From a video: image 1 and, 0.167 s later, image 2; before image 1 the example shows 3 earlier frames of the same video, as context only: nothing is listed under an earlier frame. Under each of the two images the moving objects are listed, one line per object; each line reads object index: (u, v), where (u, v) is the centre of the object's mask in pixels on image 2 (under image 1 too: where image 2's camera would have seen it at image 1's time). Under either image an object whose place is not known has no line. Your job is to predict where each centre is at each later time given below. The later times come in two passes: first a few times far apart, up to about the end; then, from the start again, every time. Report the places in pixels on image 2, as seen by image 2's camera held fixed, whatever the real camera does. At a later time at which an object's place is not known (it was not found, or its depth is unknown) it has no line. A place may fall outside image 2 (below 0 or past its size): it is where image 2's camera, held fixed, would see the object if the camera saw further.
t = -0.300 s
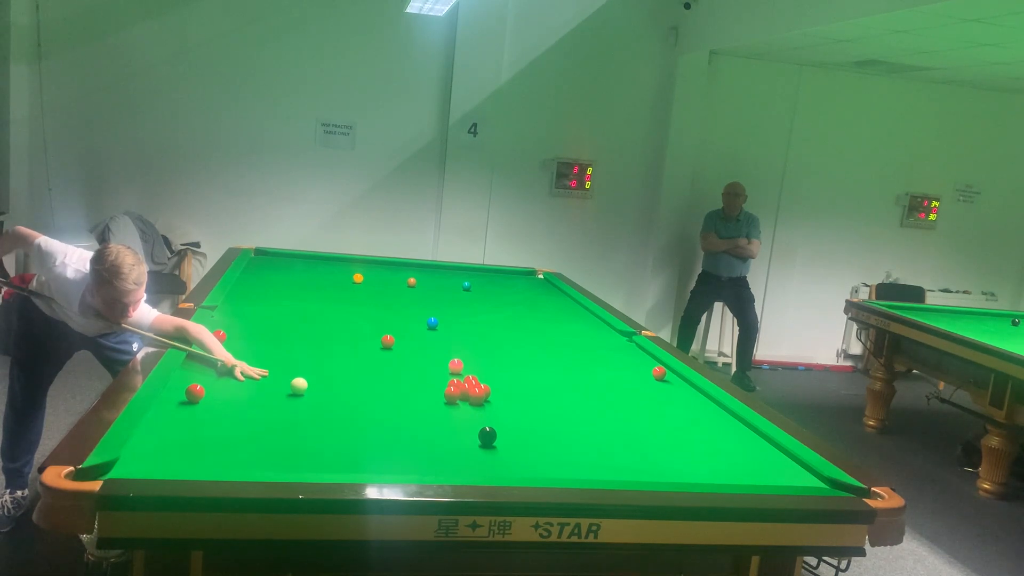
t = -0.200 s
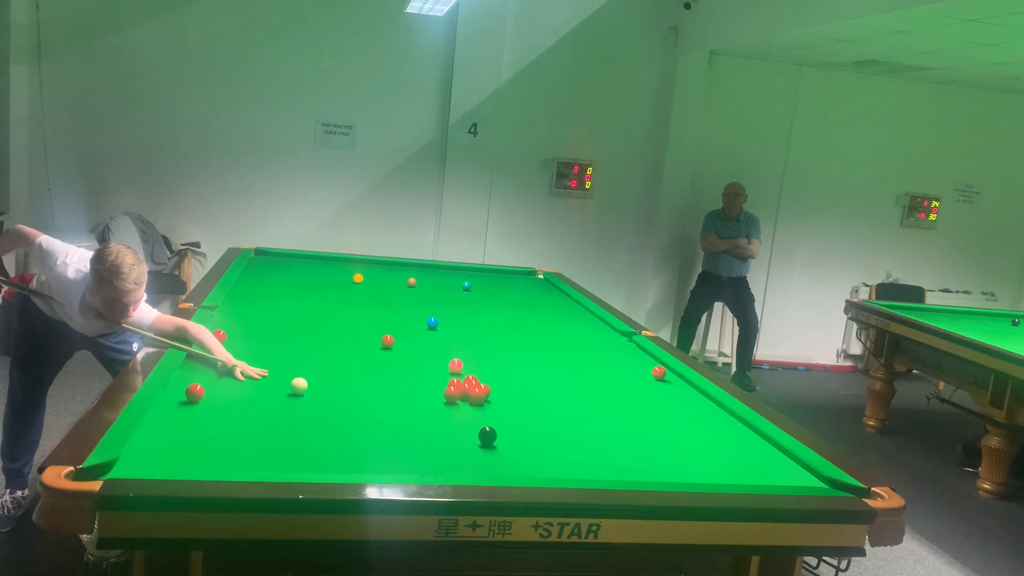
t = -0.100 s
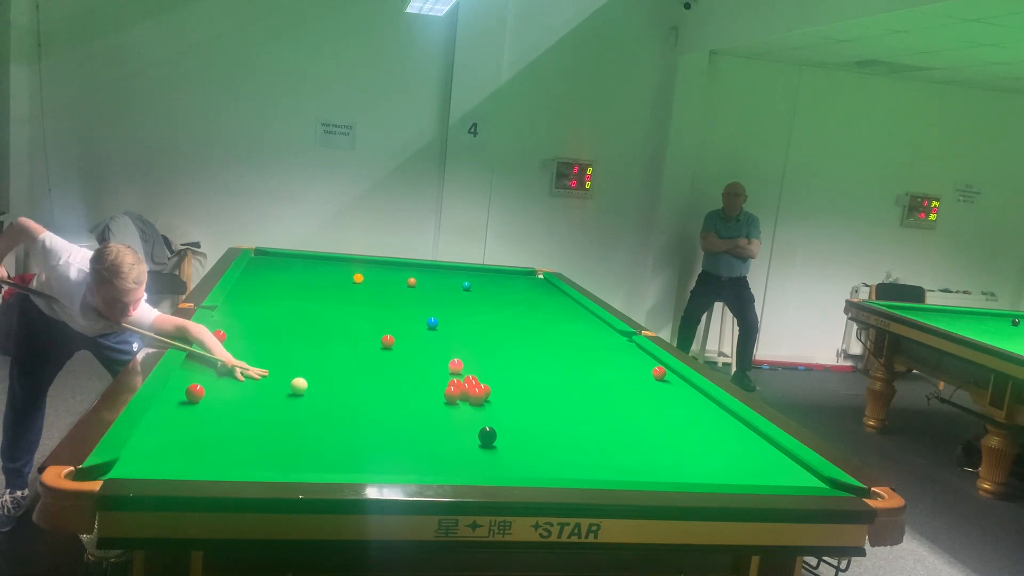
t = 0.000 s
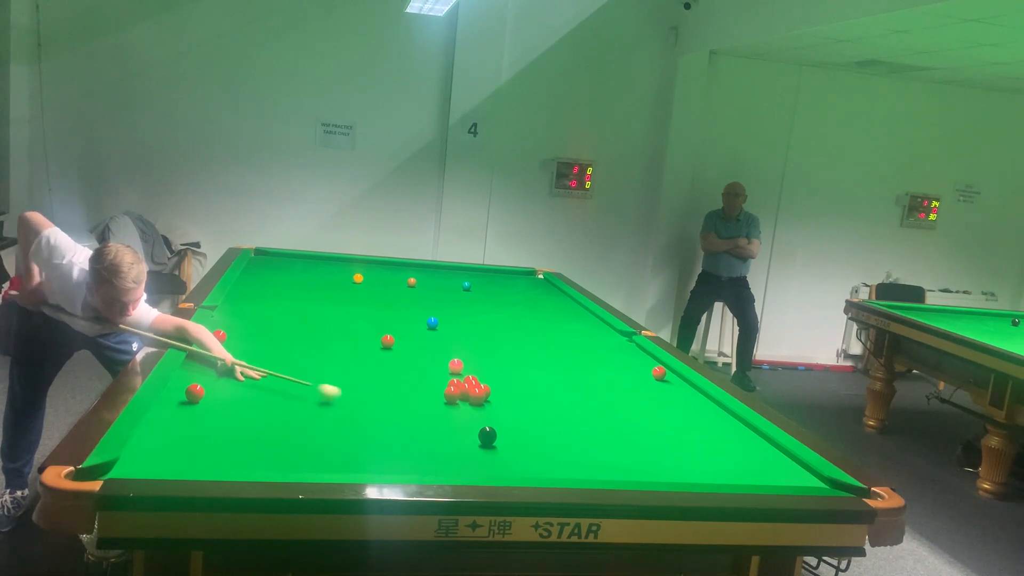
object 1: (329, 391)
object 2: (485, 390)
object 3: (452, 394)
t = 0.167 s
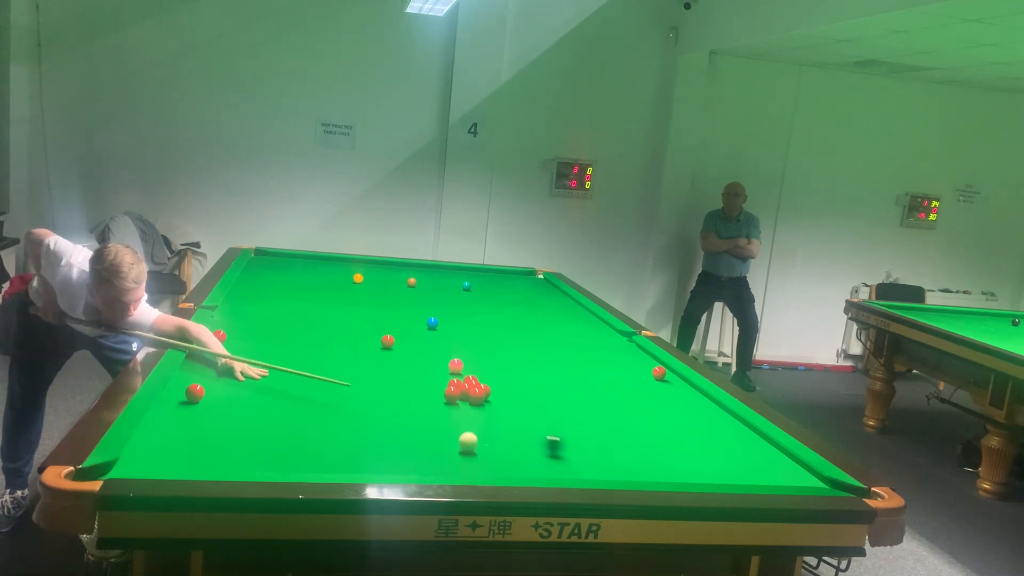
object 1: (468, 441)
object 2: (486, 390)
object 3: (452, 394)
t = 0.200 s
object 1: (468, 447)
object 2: (485, 390)
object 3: (452, 394)
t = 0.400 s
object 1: (472, 463)
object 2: (486, 390)
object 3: (452, 394)
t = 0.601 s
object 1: (463, 434)
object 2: (486, 390)
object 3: (452, 394)
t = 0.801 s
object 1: (466, 416)
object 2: (486, 390)
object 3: (452, 394)
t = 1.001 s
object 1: (469, 401)
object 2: (486, 390)
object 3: (452, 394)
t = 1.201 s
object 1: (464, 398)
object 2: (501, 390)
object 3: (443, 392)
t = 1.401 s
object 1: (461, 396)
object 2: (519, 388)
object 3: (434, 389)
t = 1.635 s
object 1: (458, 395)
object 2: (537, 386)
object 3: (424, 386)
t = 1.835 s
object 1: (456, 395)
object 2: (552, 384)
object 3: (416, 384)
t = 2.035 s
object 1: (455, 394)
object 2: (565, 382)
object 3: (409, 382)
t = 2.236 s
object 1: (454, 394)
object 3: (403, 381)
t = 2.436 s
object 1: (454, 394)
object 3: (398, 379)
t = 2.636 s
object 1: (454, 394)
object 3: (394, 378)
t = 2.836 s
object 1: (454, 394)
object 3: (390, 377)
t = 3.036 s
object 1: (454, 394)
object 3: (387, 376)
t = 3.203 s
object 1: (454, 394)
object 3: (385, 375)
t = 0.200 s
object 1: (468, 447)
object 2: (485, 390)
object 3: (452, 394)
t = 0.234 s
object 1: (470, 454)
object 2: (486, 390)
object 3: (452, 394)
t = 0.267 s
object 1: (472, 461)
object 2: (486, 390)
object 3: (452, 394)
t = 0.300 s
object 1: (476, 467)
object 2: (486, 390)
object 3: (452, 394)
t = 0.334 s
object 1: (480, 472)
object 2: (486, 390)
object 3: (452, 394)
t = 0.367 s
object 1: (476, 468)
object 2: (486, 390)
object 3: (452, 394)
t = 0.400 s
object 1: (472, 463)
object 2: (486, 390)
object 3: (452, 394)
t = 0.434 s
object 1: (469, 457)
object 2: (486, 390)
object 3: (452, 394)
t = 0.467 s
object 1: (466, 452)
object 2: (486, 390)
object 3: (452, 394)
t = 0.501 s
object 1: (465, 447)
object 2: (486, 390)
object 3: (452, 394)
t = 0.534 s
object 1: (464, 442)
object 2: (486, 390)
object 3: (452, 394)
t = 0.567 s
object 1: (463, 439)
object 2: (486, 390)
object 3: (452, 394)
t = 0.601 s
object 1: (463, 434)
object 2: (486, 390)
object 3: (452, 394)
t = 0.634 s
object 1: (463, 431)
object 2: (486, 390)
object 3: (452, 394)
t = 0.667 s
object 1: (464, 428)
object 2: (486, 390)
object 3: (452, 394)
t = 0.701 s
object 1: (465, 425)
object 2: (486, 390)
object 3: (452, 394)
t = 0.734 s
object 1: (465, 422)
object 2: (486, 390)
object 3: (452, 394)
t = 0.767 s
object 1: (465, 419)
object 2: (486, 390)
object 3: (452, 394)
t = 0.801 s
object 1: (466, 416)
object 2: (486, 390)
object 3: (452, 394)
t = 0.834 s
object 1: (466, 414)
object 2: (486, 391)
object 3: (452, 394)
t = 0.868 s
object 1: (467, 411)
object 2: (486, 390)
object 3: (452, 394)
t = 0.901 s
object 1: (467, 409)
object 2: (486, 390)
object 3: (452, 394)
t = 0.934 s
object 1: (468, 406)
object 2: (486, 390)
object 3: (452, 394)
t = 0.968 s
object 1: (468, 404)
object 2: (486, 390)
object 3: (452, 394)
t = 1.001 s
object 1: (469, 401)
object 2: (486, 390)
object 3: (452, 394)
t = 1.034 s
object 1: (467, 400)
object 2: (487, 391)
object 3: (452, 394)
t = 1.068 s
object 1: (465, 399)
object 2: (490, 391)
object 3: (451, 394)
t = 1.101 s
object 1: (465, 399)
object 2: (492, 391)
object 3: (449, 393)
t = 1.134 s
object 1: (465, 399)
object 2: (495, 391)
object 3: (446, 393)
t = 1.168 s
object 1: (464, 398)
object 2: (498, 391)
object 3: (445, 392)
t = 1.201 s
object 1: (464, 398)
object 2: (501, 390)
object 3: (443, 392)
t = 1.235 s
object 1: (463, 398)
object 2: (504, 390)
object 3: (442, 392)
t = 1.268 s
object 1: (463, 397)
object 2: (507, 390)
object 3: (440, 391)
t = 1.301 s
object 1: (463, 397)
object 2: (510, 389)
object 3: (439, 391)
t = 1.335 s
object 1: (462, 397)
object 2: (513, 389)
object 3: (437, 390)
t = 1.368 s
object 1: (462, 396)
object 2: (516, 389)
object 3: (435, 390)
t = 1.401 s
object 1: (461, 396)
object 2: (519, 388)
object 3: (434, 389)
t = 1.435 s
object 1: (461, 396)
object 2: (521, 388)
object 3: (433, 389)
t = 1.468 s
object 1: (460, 396)
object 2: (524, 388)
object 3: (431, 389)
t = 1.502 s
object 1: (460, 396)
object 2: (527, 387)
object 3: (430, 388)
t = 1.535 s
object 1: (459, 395)
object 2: (529, 387)
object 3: (428, 388)
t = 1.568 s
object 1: (459, 396)
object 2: (532, 386)
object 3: (427, 387)
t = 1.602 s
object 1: (458, 395)
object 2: (535, 386)
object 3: (425, 387)
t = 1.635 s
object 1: (458, 395)
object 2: (537, 386)
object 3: (424, 386)
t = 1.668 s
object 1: (457, 395)
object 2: (540, 385)
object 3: (423, 386)
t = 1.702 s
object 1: (457, 395)
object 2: (542, 385)
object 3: (421, 386)
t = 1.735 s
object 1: (457, 395)
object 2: (544, 385)
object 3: (420, 385)
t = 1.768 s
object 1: (457, 395)
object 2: (547, 385)
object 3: (419, 385)
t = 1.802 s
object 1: (456, 394)
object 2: (549, 384)
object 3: (418, 384)
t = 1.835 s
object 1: (456, 395)
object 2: (552, 384)
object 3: (416, 384)
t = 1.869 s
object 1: (456, 394)
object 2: (554, 384)
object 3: (415, 384)
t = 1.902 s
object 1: (456, 394)
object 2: (556, 384)
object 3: (414, 384)
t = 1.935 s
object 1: (455, 394)
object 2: (558, 383)
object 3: (413, 384)
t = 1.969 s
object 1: (455, 394)
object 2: (561, 383)
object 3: (412, 383)
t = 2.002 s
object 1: (455, 394)
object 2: (563, 383)
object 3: (411, 383)
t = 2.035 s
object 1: (455, 394)
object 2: (565, 382)
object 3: (409, 382)
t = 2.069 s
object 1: (455, 394)
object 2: (567, 382)
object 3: (409, 382)
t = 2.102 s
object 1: (455, 394)
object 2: (569, 382)
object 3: (407, 382)
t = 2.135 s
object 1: (455, 394)
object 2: (571, 382)
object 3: (406, 381)
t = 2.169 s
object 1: (455, 394)
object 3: (405, 381)
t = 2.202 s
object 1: (455, 394)
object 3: (404, 381)
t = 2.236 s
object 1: (454, 394)
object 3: (403, 381)
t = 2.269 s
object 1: (454, 394)
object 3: (402, 380)
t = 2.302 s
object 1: (454, 394)
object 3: (402, 380)
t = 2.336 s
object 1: (454, 394)
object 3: (401, 380)
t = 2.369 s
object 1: (454, 394)
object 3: (400, 379)
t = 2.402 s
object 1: (454, 394)
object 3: (399, 379)
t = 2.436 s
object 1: (454, 394)
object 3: (398, 379)
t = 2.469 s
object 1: (454, 394)
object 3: (397, 379)
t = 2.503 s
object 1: (454, 394)
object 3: (396, 379)
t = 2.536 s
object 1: (454, 394)
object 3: (396, 379)
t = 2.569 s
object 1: (454, 394)
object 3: (395, 378)
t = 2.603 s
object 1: (454, 394)
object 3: (394, 378)
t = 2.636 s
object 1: (454, 394)
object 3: (394, 378)
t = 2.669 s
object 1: (454, 394)
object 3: (393, 377)
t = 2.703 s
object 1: (454, 394)
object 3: (392, 377)
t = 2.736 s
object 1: (454, 394)
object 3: (391, 377)
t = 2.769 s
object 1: (454, 394)
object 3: (391, 377)
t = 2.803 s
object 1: (454, 394)
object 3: (390, 377)
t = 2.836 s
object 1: (454, 394)
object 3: (390, 377)
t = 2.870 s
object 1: (454, 394)
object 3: (389, 376)
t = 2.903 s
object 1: (454, 394)
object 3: (389, 376)
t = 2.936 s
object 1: (454, 394)
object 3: (388, 376)
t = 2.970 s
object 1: (454, 394)
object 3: (388, 376)
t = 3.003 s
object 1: (454, 394)
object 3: (387, 376)
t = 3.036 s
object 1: (454, 394)
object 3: (387, 376)
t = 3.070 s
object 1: (454, 394)
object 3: (386, 375)
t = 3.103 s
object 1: (454, 394)
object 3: (386, 375)
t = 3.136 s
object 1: (454, 394)
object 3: (386, 375)
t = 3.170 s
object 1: (454, 394)
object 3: (385, 375)
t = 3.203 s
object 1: (454, 394)
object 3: (385, 375)
